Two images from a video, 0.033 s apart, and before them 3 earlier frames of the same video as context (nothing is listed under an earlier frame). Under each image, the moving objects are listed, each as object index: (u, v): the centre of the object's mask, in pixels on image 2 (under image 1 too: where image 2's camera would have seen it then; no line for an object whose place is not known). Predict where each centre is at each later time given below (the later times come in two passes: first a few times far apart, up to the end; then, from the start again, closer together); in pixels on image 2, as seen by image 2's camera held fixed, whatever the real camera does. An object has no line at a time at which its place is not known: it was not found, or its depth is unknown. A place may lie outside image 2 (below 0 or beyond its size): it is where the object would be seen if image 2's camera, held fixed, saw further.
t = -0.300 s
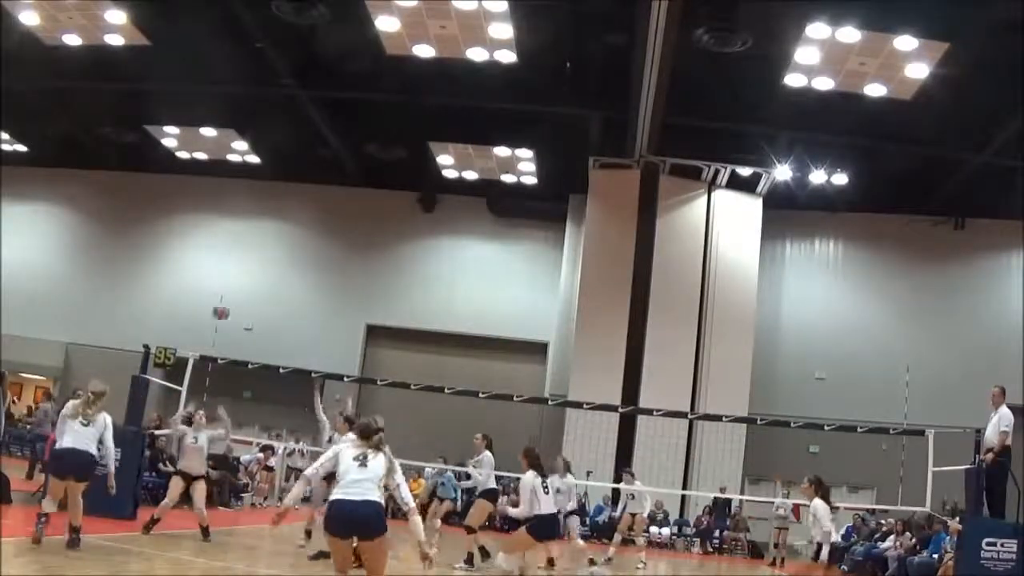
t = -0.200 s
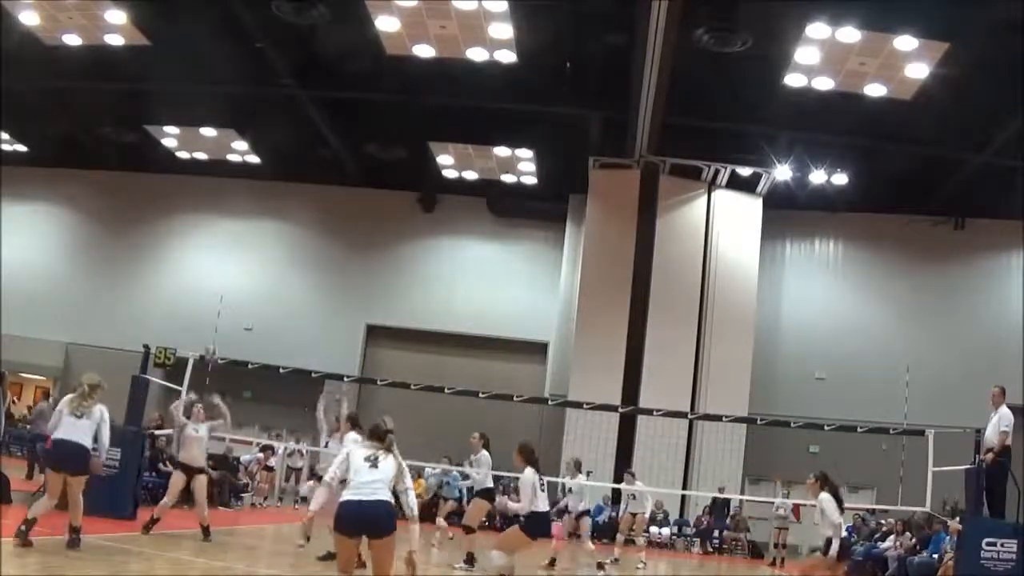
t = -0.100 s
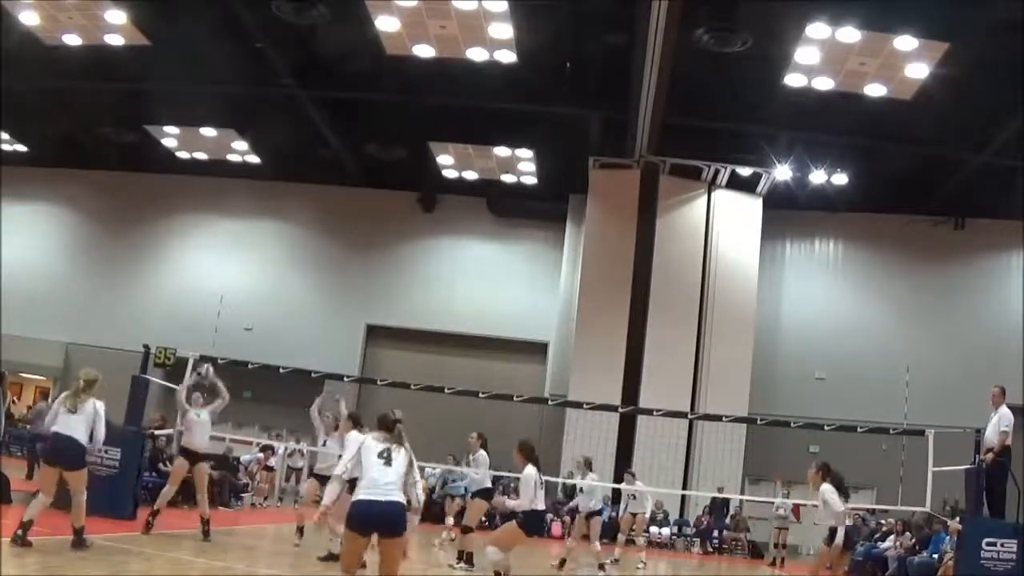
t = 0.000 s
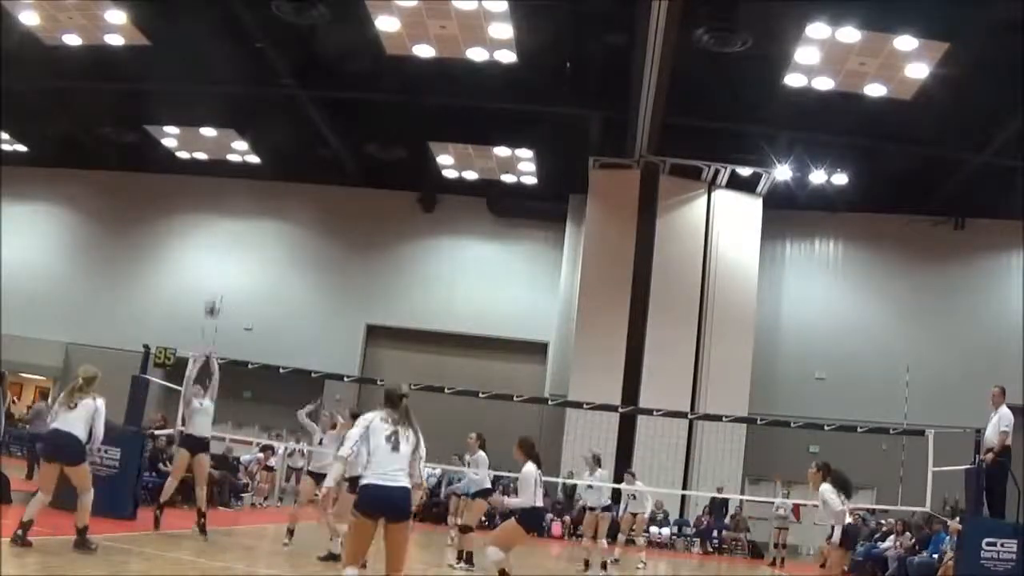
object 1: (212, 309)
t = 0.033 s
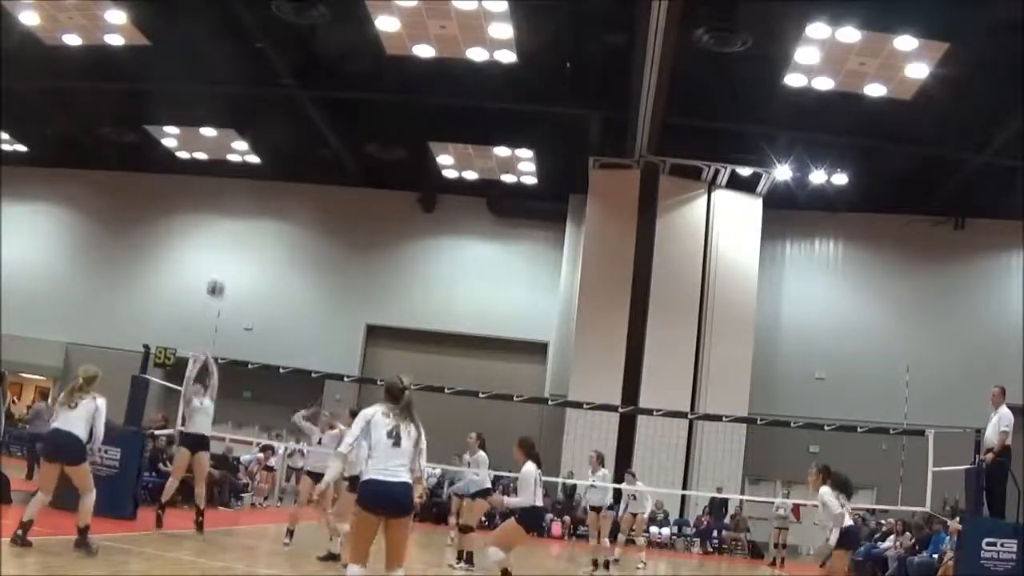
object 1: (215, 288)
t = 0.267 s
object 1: (233, 171)
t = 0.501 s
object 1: (245, 99)
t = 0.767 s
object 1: (249, 66)
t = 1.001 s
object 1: (243, 89)
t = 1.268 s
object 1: (222, 187)
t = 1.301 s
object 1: (218, 206)
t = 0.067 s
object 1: (218, 271)
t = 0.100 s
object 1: (220, 251)
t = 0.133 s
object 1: (223, 235)
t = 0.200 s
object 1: (229, 198)
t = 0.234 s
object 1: (232, 185)
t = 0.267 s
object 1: (233, 171)
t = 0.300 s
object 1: (235, 160)
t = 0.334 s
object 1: (240, 146)
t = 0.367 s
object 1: (240, 134)
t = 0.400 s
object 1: (242, 125)
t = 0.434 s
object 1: (243, 115)
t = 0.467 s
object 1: (244, 107)
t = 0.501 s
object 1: (245, 99)
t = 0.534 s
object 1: (247, 92)
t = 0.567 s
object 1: (248, 85)
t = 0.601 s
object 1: (250, 79)
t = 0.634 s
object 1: (250, 75)
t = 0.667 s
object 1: (250, 71)
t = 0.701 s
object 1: (250, 69)
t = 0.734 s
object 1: (250, 67)
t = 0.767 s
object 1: (249, 66)
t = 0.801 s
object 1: (250, 66)
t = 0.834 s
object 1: (249, 67)
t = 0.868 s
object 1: (249, 69)
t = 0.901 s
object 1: (248, 72)
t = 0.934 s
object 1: (247, 77)
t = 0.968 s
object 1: (245, 82)
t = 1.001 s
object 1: (243, 89)
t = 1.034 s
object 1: (241, 96)
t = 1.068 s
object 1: (240, 105)
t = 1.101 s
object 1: (237, 115)
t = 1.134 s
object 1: (235, 126)
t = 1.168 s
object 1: (232, 140)
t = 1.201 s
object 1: (228, 155)
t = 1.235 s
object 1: (225, 170)
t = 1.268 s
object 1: (222, 187)
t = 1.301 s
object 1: (218, 206)
